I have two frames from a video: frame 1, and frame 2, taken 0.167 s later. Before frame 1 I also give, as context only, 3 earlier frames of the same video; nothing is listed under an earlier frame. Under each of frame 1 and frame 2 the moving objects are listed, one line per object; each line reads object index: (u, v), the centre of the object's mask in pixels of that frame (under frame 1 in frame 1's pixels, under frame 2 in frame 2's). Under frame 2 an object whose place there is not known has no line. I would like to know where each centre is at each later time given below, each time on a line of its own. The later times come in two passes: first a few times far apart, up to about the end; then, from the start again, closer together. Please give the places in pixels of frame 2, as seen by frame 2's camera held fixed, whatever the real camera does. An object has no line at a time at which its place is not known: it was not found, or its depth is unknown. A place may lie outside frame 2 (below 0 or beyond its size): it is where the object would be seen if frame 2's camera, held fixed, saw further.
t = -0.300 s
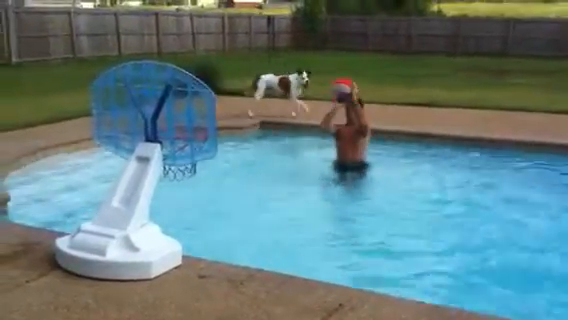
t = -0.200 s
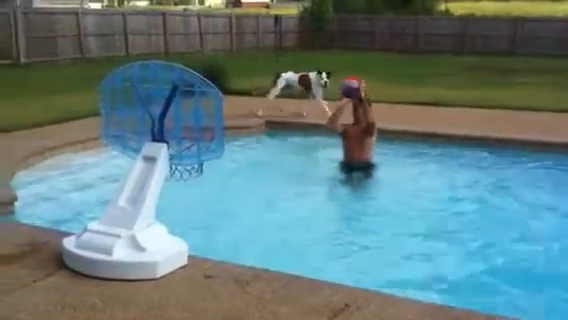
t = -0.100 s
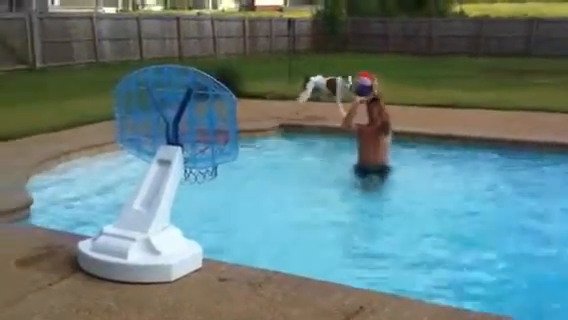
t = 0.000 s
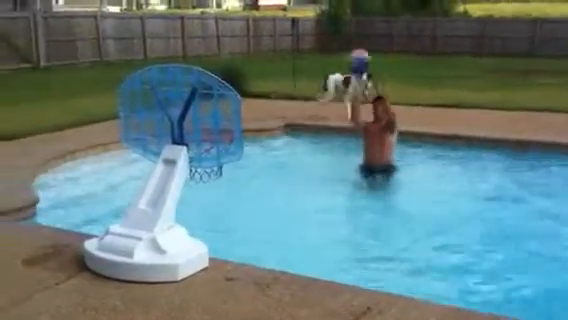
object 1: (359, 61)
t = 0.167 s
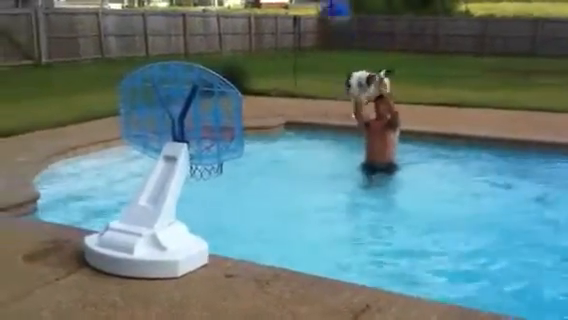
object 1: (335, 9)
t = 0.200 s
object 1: (330, 8)
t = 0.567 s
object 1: (250, 22)
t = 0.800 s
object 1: (212, 133)
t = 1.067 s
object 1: (206, 217)
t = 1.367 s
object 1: (204, 201)
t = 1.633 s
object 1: (206, 203)
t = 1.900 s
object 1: (206, 198)
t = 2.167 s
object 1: (205, 194)
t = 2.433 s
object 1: (203, 189)
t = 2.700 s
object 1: (203, 184)
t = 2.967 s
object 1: (205, 180)
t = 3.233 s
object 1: (206, 177)
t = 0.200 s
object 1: (330, 8)
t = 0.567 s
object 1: (250, 22)
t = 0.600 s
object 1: (241, 35)
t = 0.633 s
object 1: (232, 48)
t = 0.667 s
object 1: (223, 60)
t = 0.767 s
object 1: (219, 134)
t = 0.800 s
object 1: (212, 133)
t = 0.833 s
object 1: (213, 137)
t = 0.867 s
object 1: (212, 144)
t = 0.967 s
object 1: (209, 180)
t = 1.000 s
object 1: (208, 194)
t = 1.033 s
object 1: (207, 207)
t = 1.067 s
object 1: (206, 217)
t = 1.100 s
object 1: (205, 220)
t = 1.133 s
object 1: (205, 222)
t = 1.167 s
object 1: (205, 223)
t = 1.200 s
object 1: (205, 223)
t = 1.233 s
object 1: (205, 222)
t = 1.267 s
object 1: (204, 219)
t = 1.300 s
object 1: (204, 214)
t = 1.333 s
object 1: (204, 206)
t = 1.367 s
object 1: (204, 201)
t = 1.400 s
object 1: (205, 197)
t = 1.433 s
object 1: (205, 194)
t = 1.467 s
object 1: (205, 193)
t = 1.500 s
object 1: (205, 192)
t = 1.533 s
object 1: (205, 193)
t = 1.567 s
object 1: (205, 196)
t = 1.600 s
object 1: (205, 200)
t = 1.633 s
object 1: (206, 203)
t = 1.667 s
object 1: (206, 204)
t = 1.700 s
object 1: (206, 204)
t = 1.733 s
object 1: (206, 206)
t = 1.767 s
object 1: (206, 205)
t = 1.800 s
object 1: (205, 204)
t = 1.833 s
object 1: (206, 203)
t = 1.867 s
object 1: (206, 201)
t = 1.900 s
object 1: (206, 198)
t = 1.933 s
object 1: (205, 196)
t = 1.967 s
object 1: (205, 196)
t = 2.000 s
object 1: (205, 195)
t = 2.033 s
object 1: (205, 195)
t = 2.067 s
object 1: (205, 195)
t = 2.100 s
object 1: (205, 195)
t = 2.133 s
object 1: (205, 195)
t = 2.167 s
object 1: (205, 194)
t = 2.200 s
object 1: (204, 194)
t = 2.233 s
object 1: (204, 193)
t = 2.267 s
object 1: (204, 193)
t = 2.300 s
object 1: (204, 192)
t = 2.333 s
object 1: (204, 191)
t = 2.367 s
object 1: (203, 190)
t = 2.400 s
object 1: (203, 190)
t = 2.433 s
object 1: (203, 189)
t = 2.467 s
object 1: (203, 189)
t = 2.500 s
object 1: (203, 188)
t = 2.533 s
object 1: (203, 188)
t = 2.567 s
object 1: (203, 188)
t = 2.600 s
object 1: (203, 187)
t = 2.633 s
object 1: (203, 186)
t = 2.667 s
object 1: (203, 184)
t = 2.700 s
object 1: (203, 184)
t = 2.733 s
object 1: (204, 183)
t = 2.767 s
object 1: (204, 182)
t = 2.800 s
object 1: (204, 182)
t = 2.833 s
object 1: (205, 182)
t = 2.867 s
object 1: (205, 181)
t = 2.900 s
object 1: (205, 181)
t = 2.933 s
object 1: (205, 181)
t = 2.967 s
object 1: (205, 180)
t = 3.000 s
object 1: (204, 179)
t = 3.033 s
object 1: (204, 179)
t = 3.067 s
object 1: (205, 178)
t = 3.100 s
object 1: (206, 178)
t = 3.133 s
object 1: (206, 178)
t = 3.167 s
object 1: (206, 177)
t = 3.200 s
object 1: (206, 178)
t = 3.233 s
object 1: (206, 177)
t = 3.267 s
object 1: (207, 176)
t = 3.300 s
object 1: (207, 176)
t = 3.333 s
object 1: (206, 176)
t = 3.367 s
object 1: (206, 176)
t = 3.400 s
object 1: (206, 176)
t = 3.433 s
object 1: (206, 176)
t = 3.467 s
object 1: (206, 176)
